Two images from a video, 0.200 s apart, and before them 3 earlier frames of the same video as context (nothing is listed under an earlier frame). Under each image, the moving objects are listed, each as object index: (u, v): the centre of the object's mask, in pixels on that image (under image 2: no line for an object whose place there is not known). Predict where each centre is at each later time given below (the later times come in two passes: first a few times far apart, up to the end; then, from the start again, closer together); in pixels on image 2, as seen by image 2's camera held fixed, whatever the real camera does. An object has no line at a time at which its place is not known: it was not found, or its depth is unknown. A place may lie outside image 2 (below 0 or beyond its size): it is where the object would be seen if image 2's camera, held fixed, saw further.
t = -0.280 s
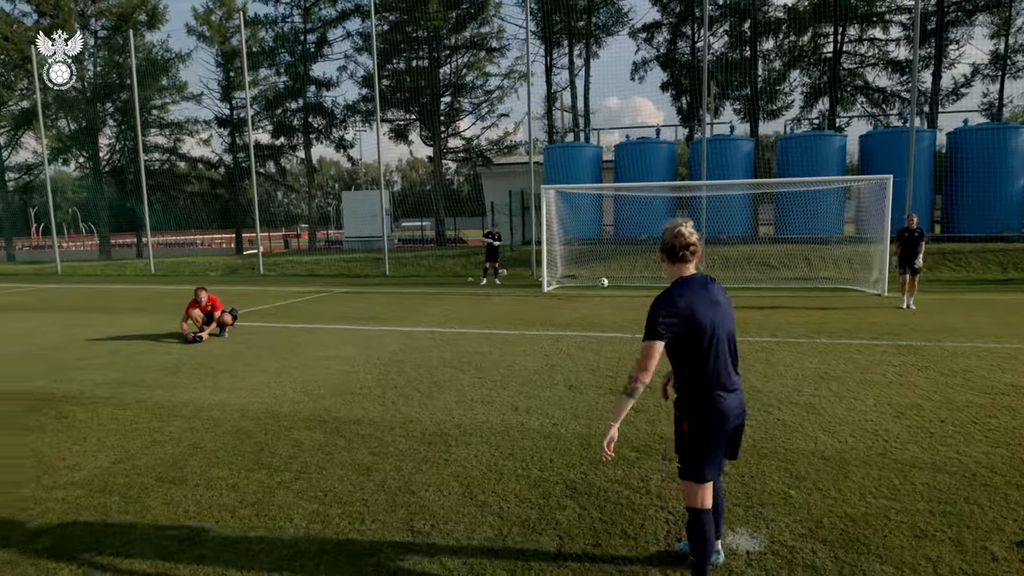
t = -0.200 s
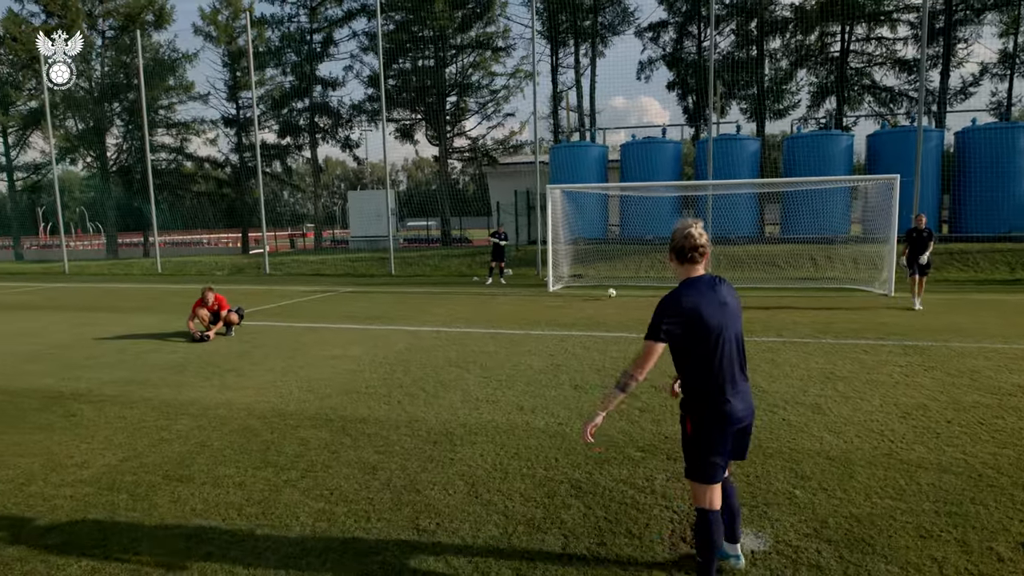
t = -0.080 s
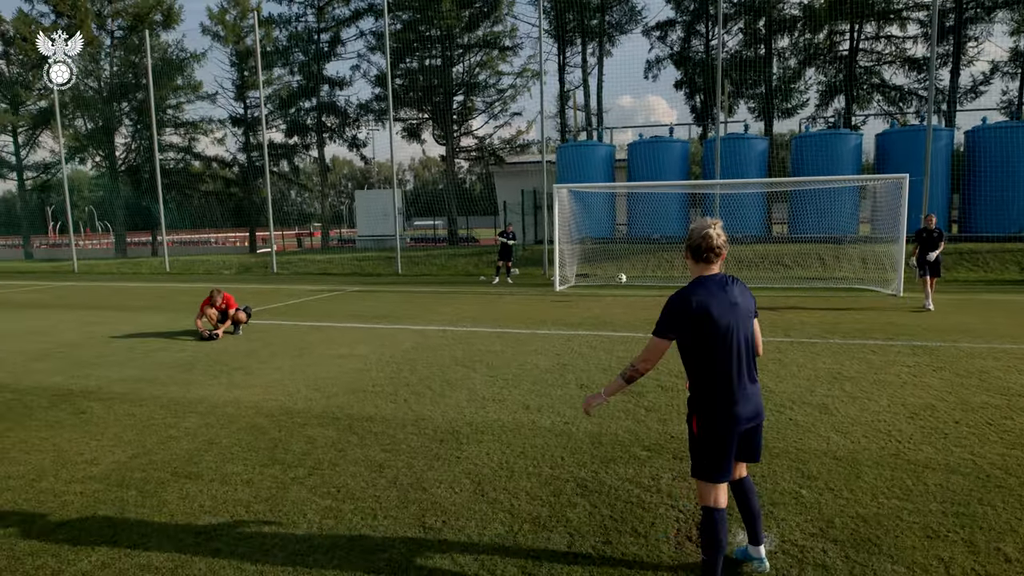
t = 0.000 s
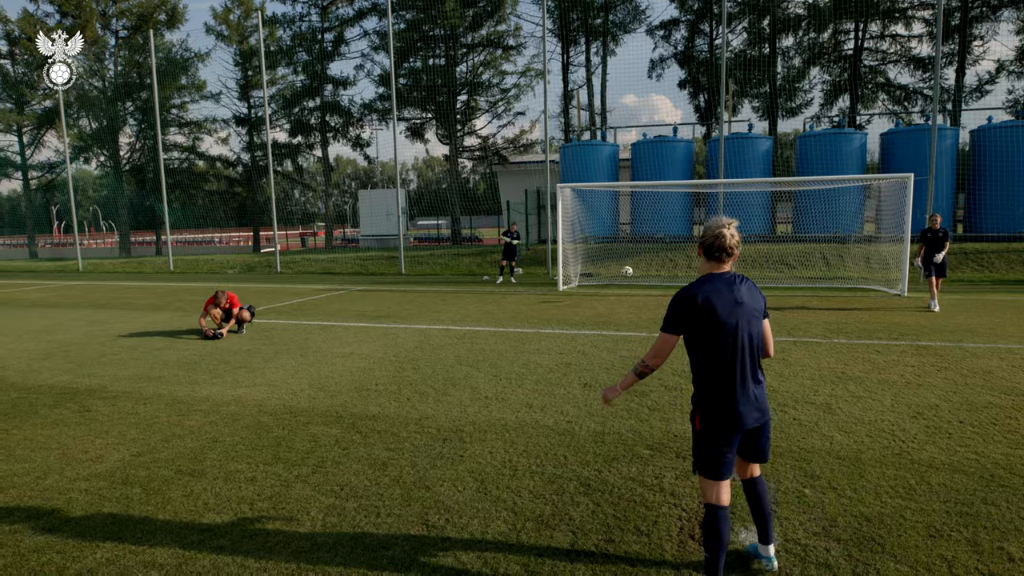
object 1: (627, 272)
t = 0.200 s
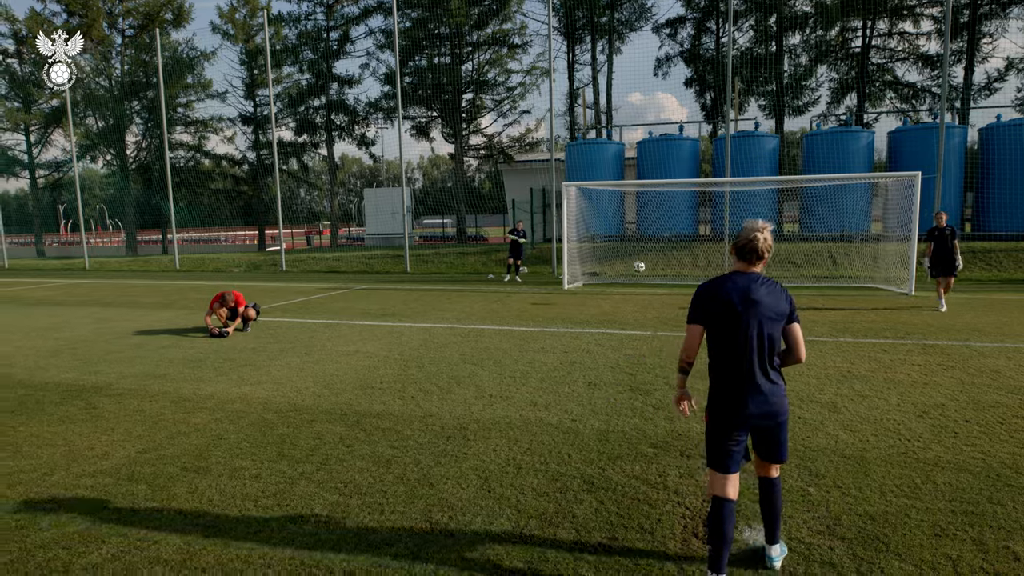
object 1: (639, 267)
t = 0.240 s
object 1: (640, 268)
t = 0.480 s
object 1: (649, 297)
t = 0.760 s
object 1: (659, 292)
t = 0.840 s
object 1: (662, 293)
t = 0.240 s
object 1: (640, 268)
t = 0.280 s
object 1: (642, 271)
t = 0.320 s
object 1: (643, 275)
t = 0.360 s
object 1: (645, 279)
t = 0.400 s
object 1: (646, 284)
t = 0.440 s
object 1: (648, 290)
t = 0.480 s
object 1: (649, 297)
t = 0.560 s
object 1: (652, 303)
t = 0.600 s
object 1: (654, 299)
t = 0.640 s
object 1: (655, 296)
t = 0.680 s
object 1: (656, 293)
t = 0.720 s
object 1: (657, 292)
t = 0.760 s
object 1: (659, 292)
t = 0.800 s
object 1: (661, 292)
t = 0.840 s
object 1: (662, 293)
